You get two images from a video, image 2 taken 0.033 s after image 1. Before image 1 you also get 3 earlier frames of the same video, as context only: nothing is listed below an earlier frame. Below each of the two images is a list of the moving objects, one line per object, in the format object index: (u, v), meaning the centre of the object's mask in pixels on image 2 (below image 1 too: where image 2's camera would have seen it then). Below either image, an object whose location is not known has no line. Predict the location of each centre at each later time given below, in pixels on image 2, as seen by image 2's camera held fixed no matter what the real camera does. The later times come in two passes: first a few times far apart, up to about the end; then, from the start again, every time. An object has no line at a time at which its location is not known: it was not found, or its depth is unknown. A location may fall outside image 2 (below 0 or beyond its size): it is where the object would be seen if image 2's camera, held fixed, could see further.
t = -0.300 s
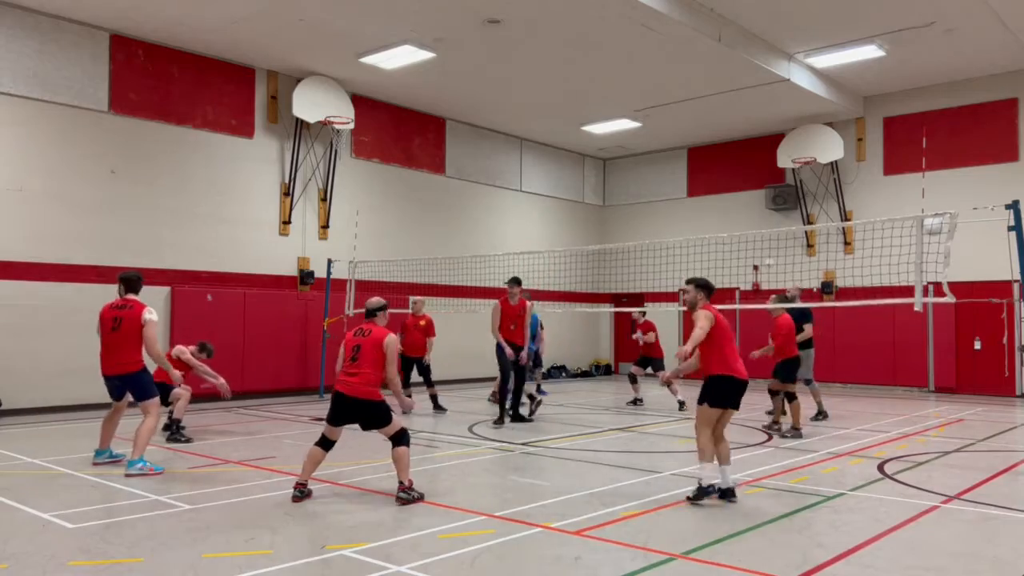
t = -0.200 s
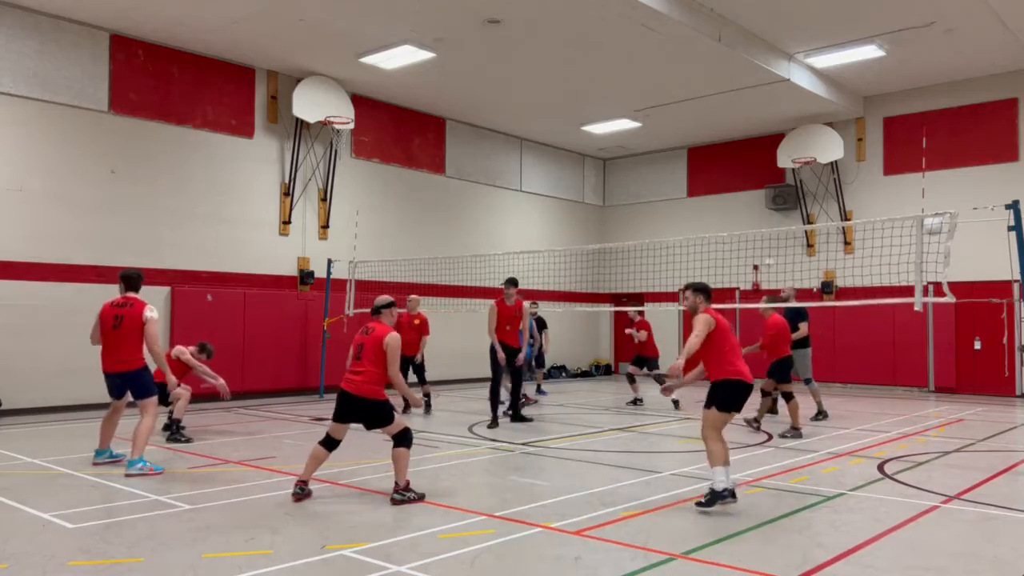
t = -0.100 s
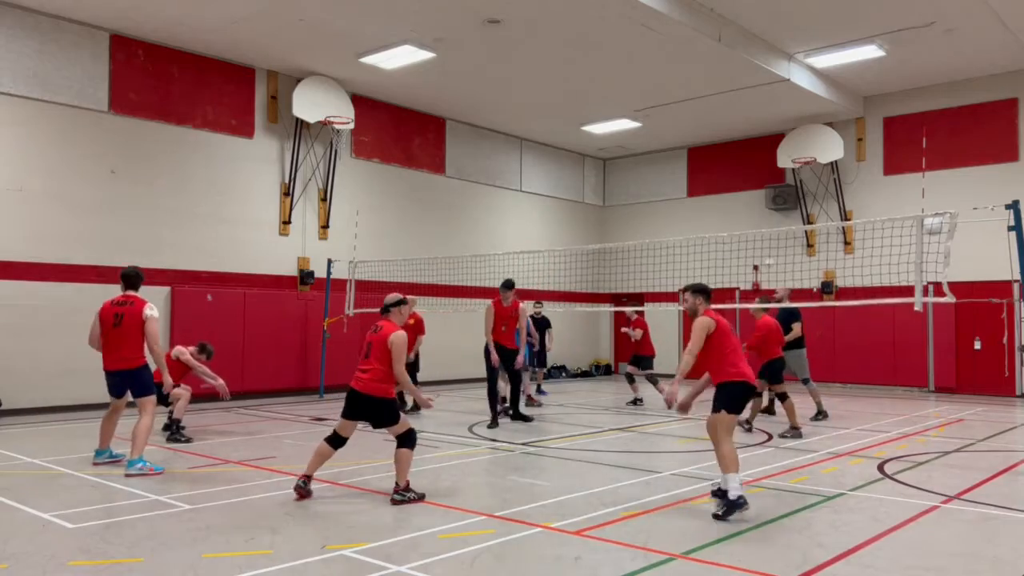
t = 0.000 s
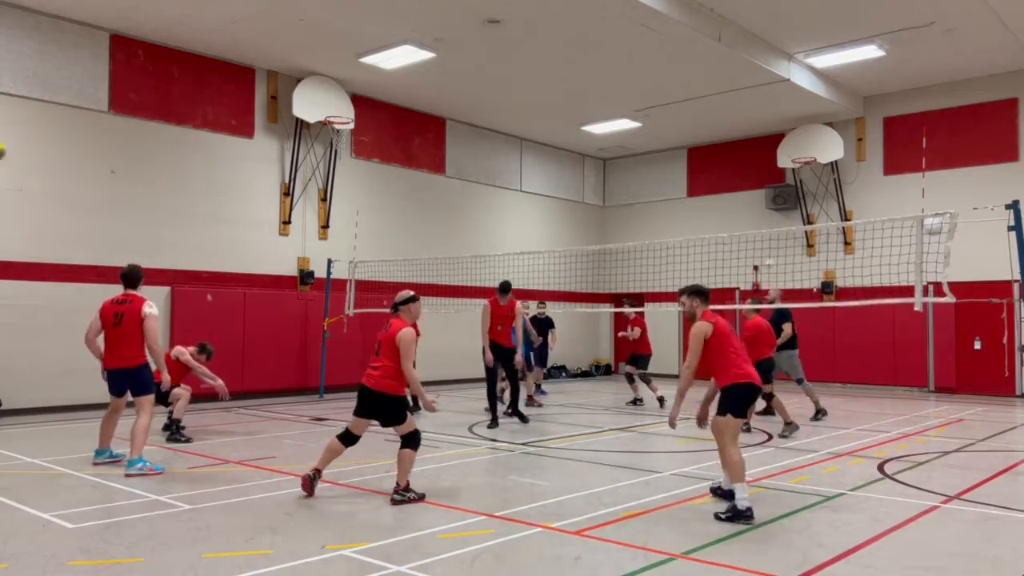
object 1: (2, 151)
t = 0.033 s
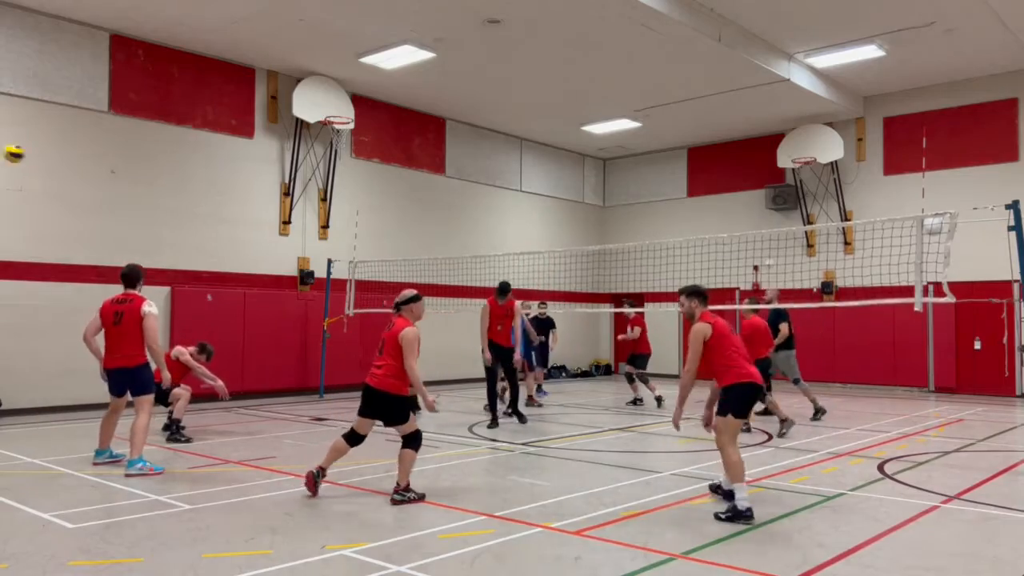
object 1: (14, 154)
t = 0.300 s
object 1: (137, 194)
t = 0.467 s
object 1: (195, 235)
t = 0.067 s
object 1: (31, 157)
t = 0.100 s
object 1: (49, 160)
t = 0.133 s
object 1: (65, 165)
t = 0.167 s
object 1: (81, 169)
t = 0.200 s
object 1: (96, 175)
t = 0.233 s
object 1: (110, 181)
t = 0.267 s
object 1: (124, 187)
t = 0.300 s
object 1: (137, 194)
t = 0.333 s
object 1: (150, 201)
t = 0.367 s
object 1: (161, 209)
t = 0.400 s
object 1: (173, 217)
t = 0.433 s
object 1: (185, 226)
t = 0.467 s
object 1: (195, 235)
